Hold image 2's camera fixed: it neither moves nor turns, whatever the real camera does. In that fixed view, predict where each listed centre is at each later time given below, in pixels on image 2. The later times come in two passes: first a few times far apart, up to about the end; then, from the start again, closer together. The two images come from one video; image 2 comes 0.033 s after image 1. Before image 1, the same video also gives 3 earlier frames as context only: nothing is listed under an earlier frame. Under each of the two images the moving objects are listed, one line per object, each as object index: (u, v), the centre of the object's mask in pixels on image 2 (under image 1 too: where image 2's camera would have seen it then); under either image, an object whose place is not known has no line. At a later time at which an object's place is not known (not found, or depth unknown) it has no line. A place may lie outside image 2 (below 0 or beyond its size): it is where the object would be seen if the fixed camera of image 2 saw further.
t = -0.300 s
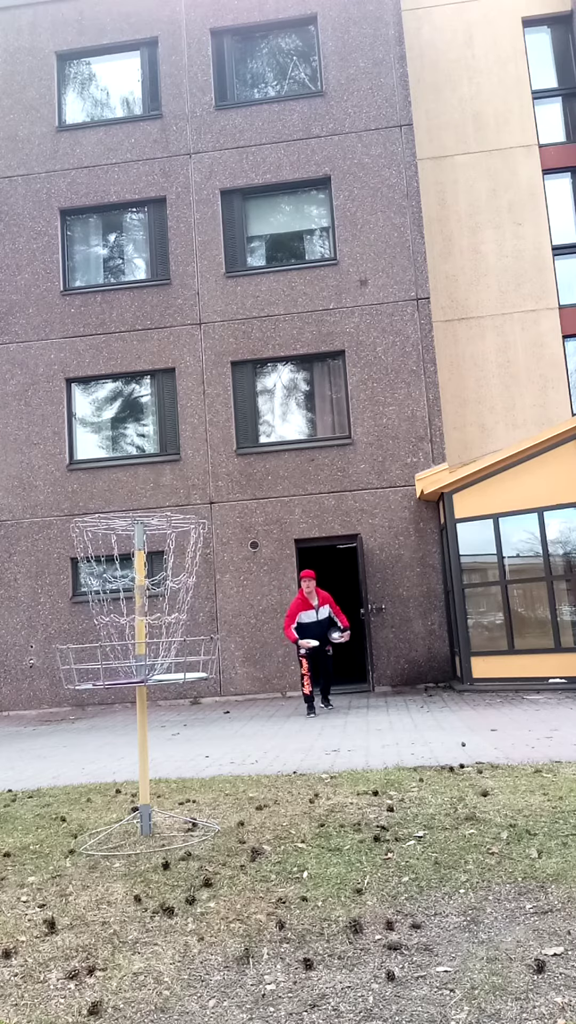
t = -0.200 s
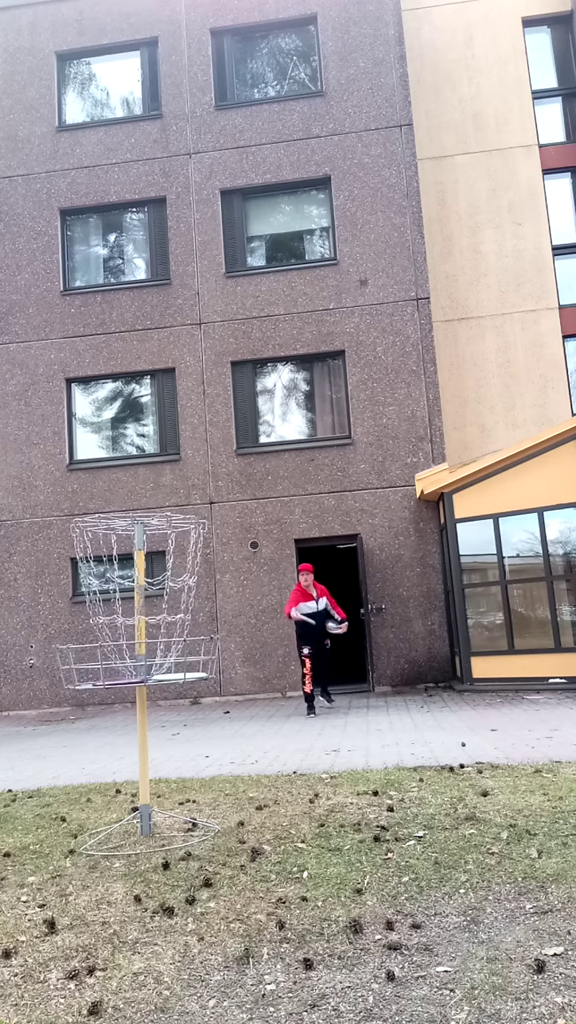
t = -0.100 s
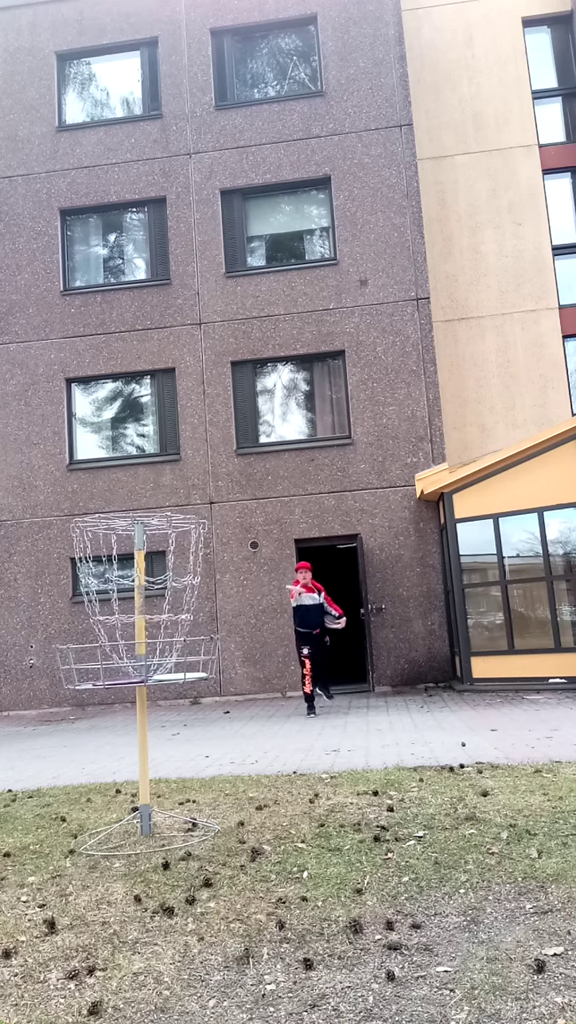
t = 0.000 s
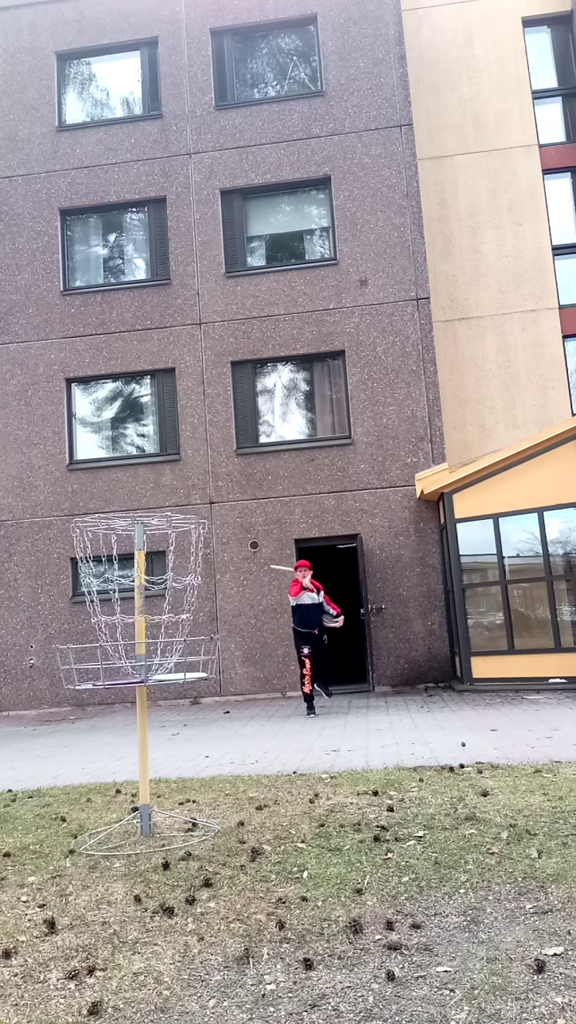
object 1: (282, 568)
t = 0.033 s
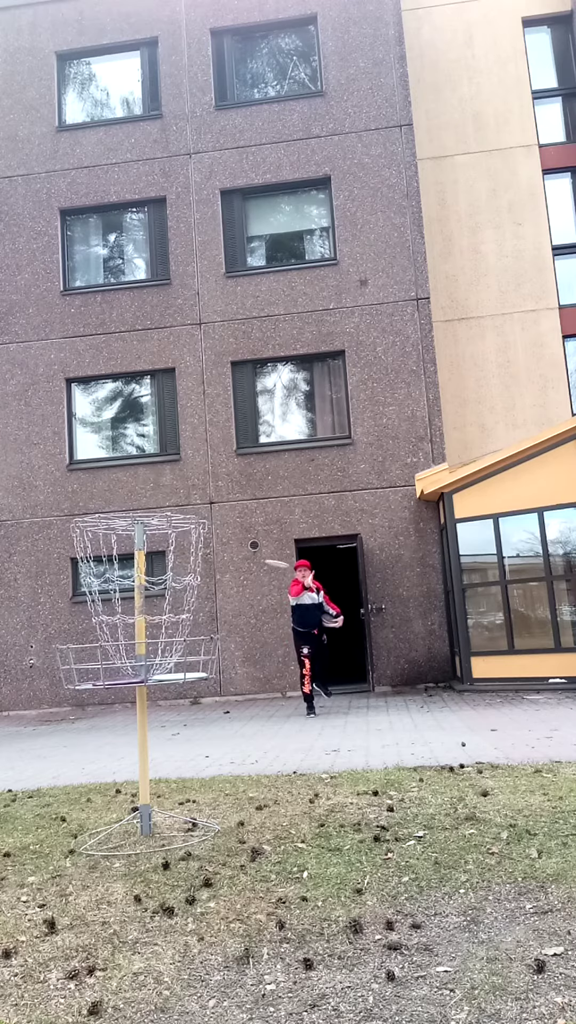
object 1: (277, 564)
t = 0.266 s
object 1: (231, 566)
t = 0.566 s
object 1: (184, 648)
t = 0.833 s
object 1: (186, 658)
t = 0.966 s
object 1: (179, 657)
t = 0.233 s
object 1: (238, 561)
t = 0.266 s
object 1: (231, 566)
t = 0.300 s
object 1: (223, 572)
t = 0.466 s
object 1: (167, 628)
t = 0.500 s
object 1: (164, 634)
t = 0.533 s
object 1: (172, 638)
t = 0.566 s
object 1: (184, 648)
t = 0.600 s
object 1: (194, 652)
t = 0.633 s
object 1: (194, 651)
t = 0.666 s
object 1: (192, 652)
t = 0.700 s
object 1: (189, 653)
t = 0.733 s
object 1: (188, 653)
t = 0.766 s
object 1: (187, 654)
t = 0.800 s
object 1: (186, 656)
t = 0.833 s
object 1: (186, 658)
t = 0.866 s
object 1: (185, 659)
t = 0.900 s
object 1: (182, 657)
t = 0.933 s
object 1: (180, 657)
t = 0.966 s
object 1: (179, 657)
